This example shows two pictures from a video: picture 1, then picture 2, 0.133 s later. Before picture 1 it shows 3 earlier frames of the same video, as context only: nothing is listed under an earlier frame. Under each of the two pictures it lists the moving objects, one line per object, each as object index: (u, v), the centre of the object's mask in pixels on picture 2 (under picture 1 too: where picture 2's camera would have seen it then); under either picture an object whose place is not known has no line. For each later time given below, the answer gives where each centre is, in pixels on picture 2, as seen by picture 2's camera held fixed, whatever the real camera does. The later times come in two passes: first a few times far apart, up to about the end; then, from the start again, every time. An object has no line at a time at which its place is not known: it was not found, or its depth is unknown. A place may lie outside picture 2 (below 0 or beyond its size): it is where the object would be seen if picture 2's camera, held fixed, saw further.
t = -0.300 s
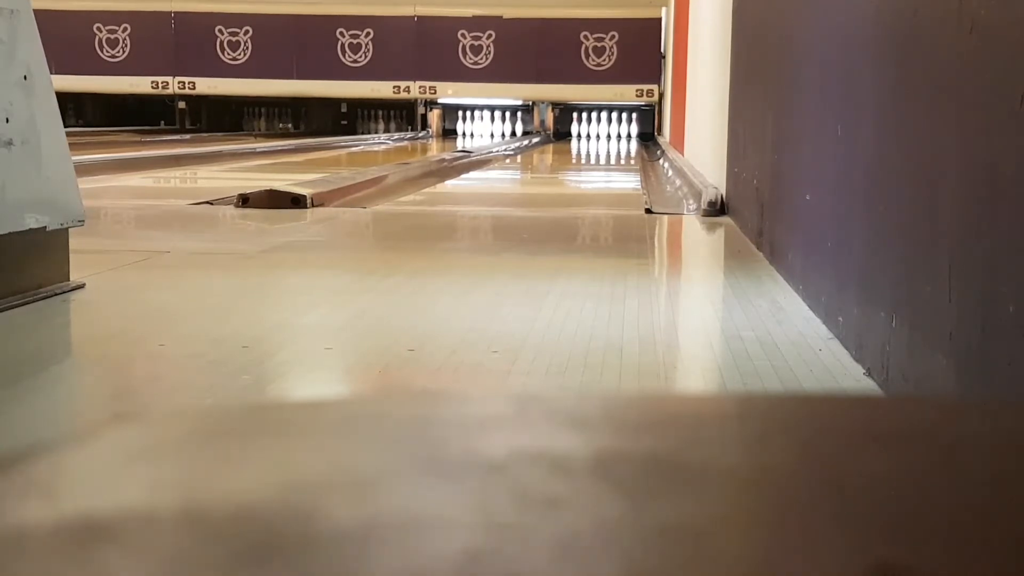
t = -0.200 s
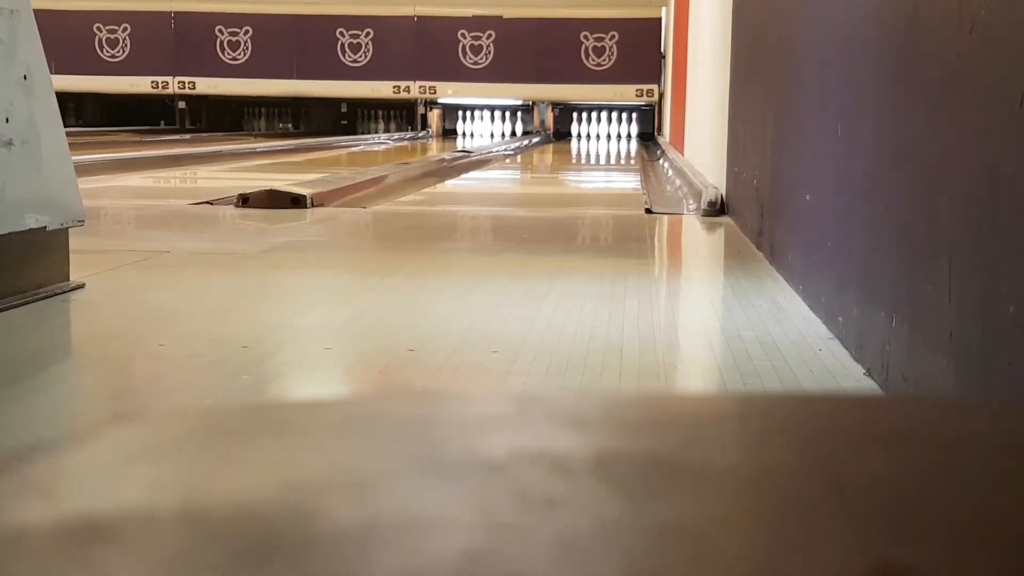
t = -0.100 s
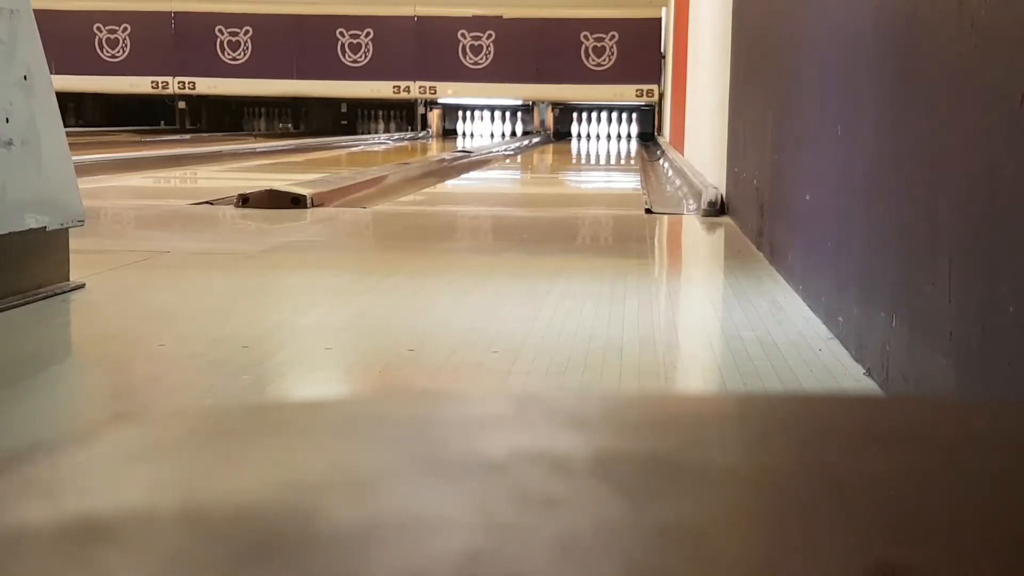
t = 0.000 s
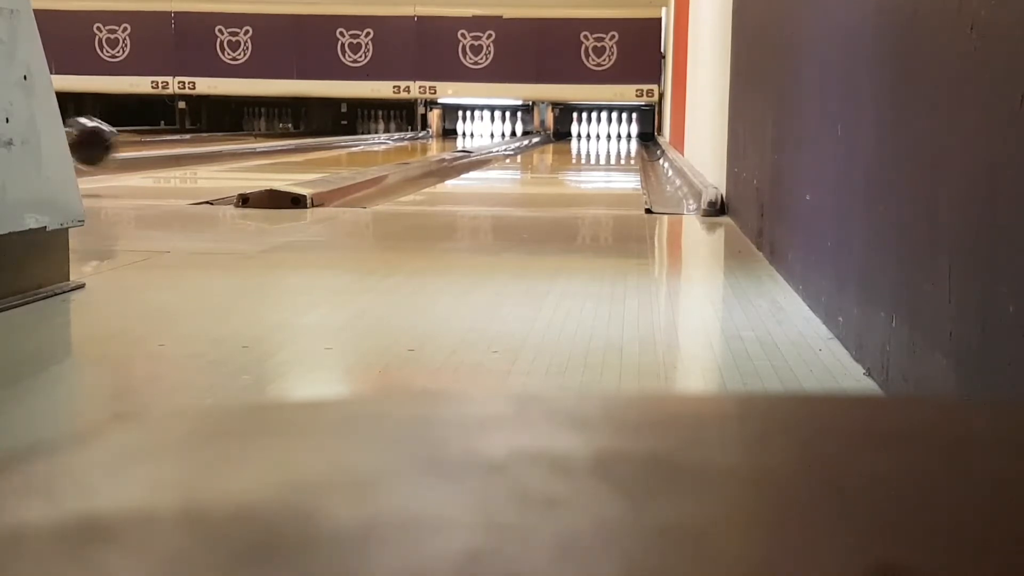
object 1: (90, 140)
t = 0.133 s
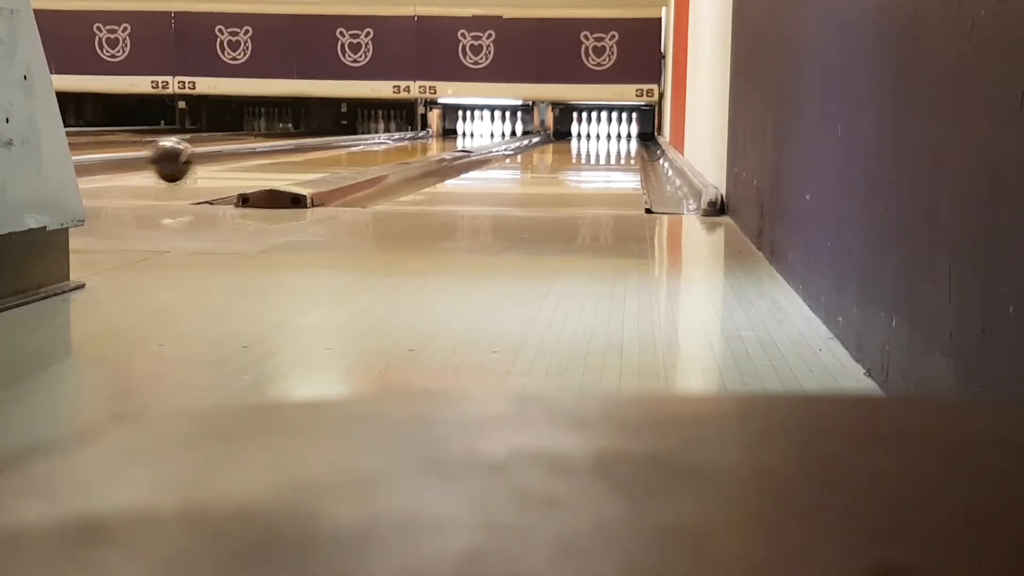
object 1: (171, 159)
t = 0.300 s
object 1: (246, 153)
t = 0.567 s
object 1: (327, 148)
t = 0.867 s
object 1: (388, 143)
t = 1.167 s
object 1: (430, 139)
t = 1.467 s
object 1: (459, 135)
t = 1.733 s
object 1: (477, 133)
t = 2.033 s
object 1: (489, 132)
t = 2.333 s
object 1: (495, 131)
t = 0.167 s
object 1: (189, 159)
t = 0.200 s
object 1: (204, 158)
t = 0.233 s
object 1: (220, 157)
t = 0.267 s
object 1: (233, 155)
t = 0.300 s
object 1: (246, 153)
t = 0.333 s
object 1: (259, 153)
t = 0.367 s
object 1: (270, 152)
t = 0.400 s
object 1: (281, 151)
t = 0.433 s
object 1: (291, 150)
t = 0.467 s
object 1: (301, 149)
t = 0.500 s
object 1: (310, 149)
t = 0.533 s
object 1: (319, 148)
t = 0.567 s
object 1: (327, 148)
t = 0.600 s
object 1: (335, 147)
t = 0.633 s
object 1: (343, 146)
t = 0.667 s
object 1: (350, 146)
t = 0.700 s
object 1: (357, 145)
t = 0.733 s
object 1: (363, 144)
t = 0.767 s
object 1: (370, 144)
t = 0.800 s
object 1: (376, 143)
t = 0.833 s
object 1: (383, 143)
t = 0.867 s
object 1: (388, 143)
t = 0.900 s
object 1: (394, 142)
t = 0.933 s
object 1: (399, 142)
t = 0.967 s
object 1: (403, 141)
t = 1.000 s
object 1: (409, 140)
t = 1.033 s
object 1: (414, 141)
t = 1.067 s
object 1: (418, 140)
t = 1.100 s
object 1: (422, 139)
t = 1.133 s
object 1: (426, 139)
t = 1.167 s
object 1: (430, 139)
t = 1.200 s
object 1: (433, 139)
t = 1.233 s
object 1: (437, 138)
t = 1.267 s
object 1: (440, 138)
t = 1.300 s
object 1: (444, 137)
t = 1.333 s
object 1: (448, 137)
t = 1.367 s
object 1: (450, 137)
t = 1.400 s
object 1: (454, 136)
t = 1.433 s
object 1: (456, 136)
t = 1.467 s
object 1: (459, 135)
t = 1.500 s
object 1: (462, 136)
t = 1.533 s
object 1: (464, 135)
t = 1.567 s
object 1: (466, 135)
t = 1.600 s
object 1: (469, 134)
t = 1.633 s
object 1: (471, 134)
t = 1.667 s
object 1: (473, 134)
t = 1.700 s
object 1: (475, 134)
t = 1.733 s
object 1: (477, 133)
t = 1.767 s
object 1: (479, 133)
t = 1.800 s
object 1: (480, 133)
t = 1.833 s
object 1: (482, 133)
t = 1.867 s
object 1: (484, 133)
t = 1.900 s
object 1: (485, 133)
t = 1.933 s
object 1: (486, 132)
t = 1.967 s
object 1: (487, 132)
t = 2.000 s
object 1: (488, 132)
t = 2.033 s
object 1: (489, 132)
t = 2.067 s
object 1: (490, 132)
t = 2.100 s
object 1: (491, 132)
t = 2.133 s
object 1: (492, 131)
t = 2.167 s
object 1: (493, 131)
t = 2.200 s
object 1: (493, 131)
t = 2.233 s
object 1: (494, 131)
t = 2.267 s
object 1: (494, 131)
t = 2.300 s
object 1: (495, 131)
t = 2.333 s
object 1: (495, 131)
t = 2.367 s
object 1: (495, 131)
